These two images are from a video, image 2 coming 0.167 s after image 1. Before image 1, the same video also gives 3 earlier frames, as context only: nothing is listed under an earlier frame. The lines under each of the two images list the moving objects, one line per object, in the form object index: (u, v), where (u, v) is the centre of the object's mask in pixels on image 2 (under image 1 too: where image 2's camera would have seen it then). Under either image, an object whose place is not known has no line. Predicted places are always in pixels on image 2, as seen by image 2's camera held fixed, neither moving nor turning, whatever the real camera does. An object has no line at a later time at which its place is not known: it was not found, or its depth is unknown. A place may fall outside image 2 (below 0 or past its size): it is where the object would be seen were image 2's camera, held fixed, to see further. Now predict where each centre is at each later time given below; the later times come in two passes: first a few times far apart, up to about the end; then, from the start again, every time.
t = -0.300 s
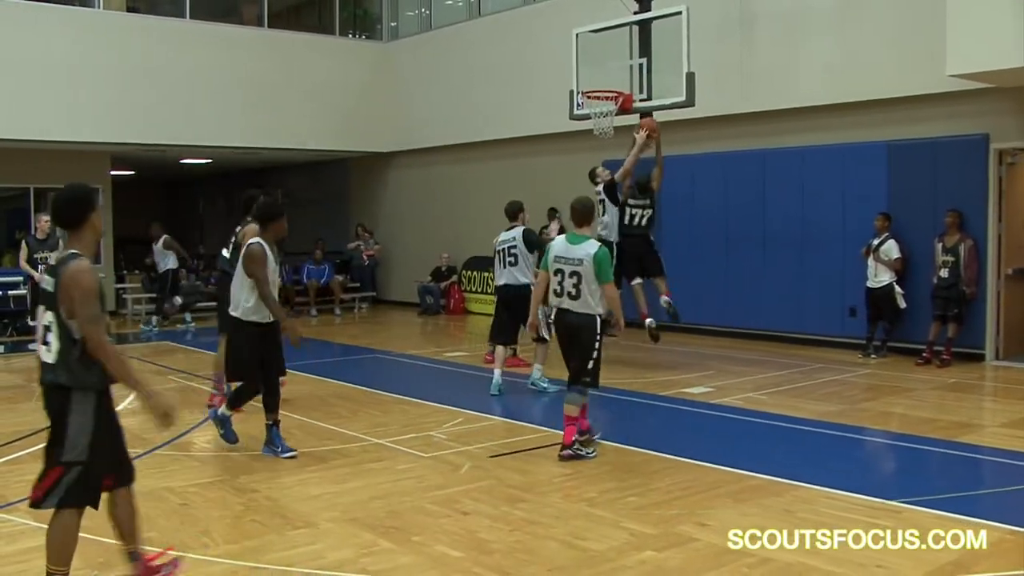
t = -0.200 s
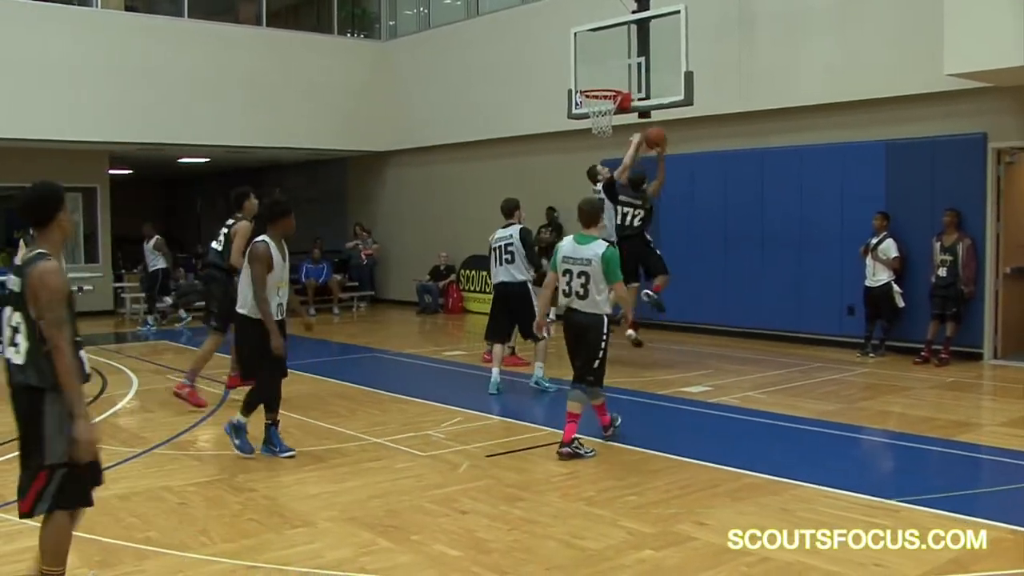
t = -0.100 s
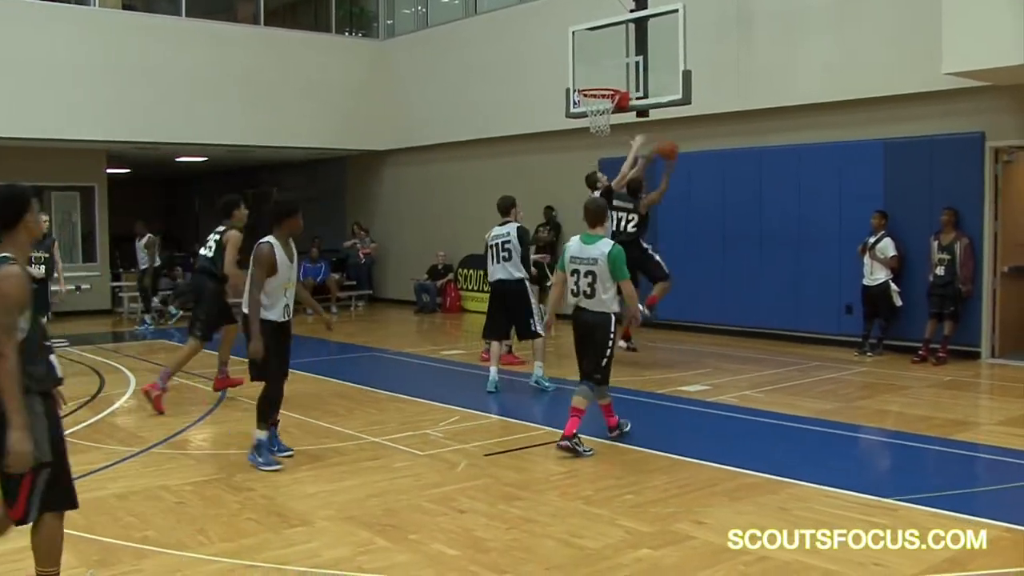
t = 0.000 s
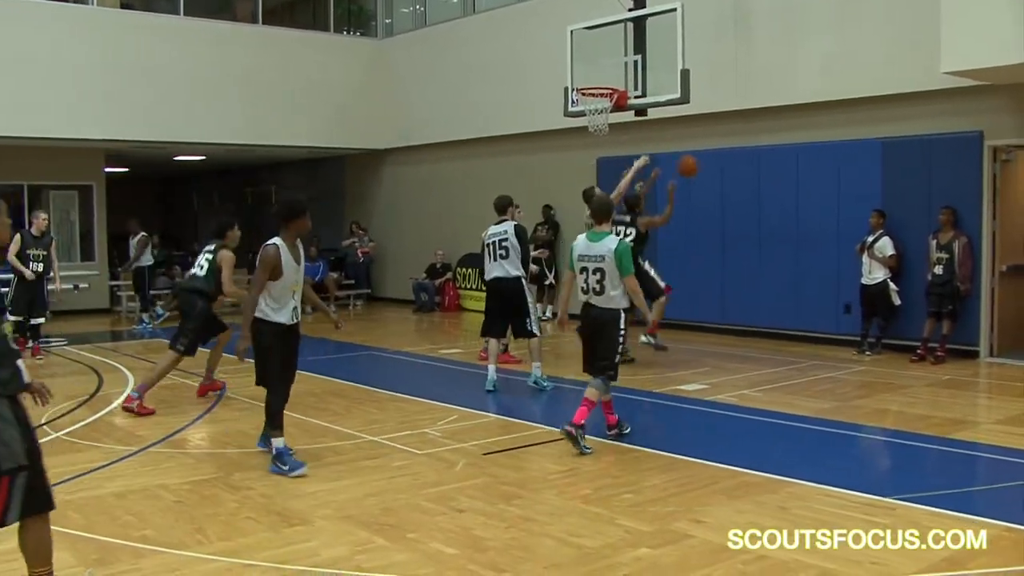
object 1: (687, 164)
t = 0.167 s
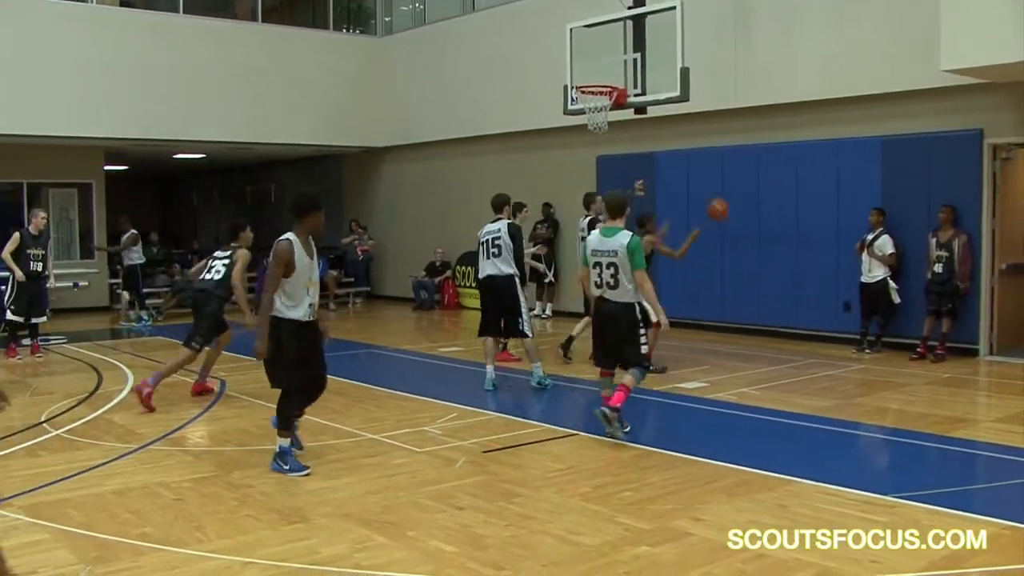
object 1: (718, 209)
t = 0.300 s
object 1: (742, 261)
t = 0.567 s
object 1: (784, 310)
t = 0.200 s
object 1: (725, 220)
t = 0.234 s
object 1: (731, 233)
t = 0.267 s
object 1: (736, 247)
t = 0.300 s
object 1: (742, 261)
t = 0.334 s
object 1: (748, 277)
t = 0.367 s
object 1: (754, 294)
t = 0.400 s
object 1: (759, 311)
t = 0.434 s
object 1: (764, 330)
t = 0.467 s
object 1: (770, 348)
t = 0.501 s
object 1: (774, 335)
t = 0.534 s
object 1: (779, 322)
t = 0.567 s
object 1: (784, 310)
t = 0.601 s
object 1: (788, 300)
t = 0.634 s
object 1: (793, 290)
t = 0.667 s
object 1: (796, 280)
